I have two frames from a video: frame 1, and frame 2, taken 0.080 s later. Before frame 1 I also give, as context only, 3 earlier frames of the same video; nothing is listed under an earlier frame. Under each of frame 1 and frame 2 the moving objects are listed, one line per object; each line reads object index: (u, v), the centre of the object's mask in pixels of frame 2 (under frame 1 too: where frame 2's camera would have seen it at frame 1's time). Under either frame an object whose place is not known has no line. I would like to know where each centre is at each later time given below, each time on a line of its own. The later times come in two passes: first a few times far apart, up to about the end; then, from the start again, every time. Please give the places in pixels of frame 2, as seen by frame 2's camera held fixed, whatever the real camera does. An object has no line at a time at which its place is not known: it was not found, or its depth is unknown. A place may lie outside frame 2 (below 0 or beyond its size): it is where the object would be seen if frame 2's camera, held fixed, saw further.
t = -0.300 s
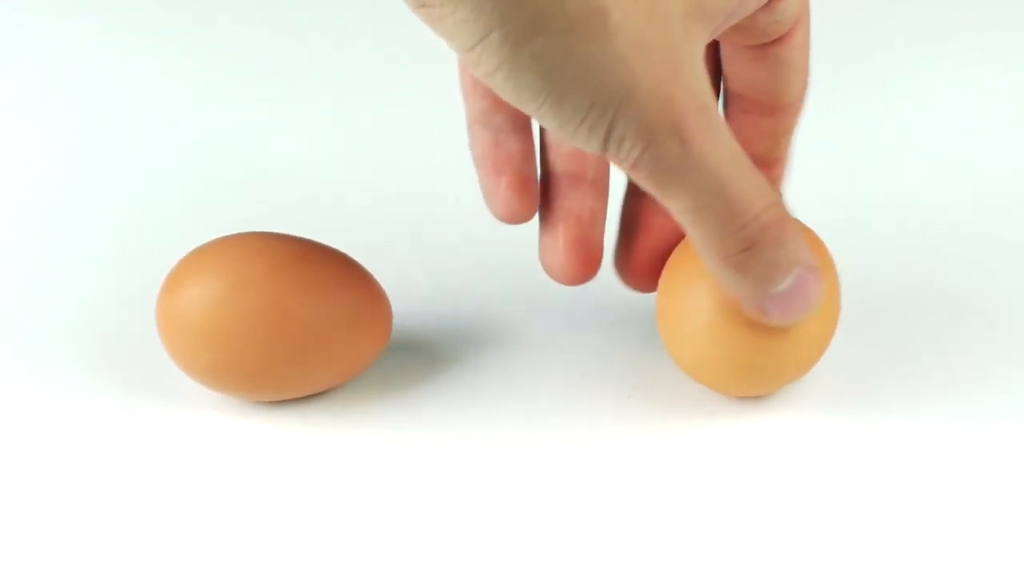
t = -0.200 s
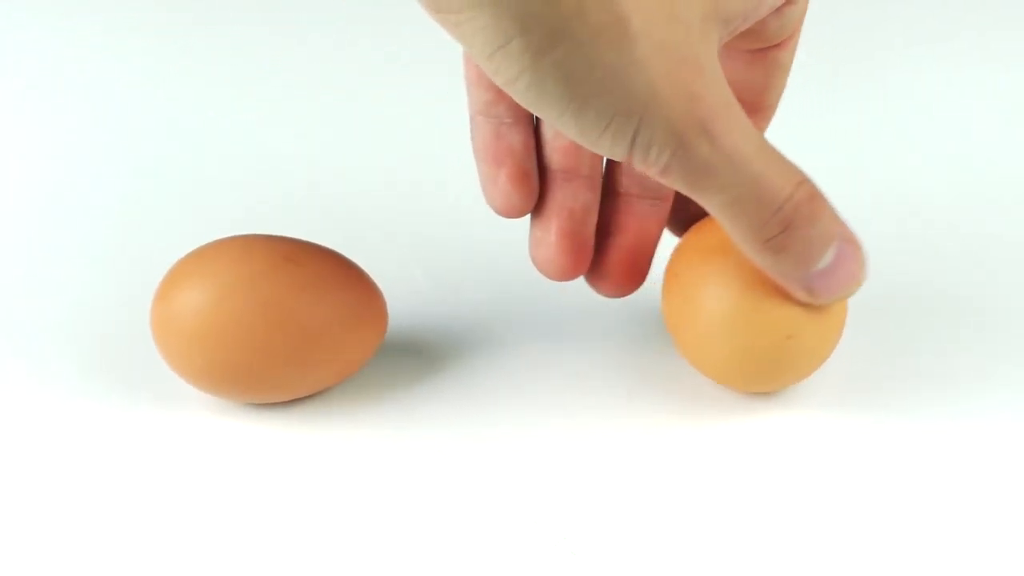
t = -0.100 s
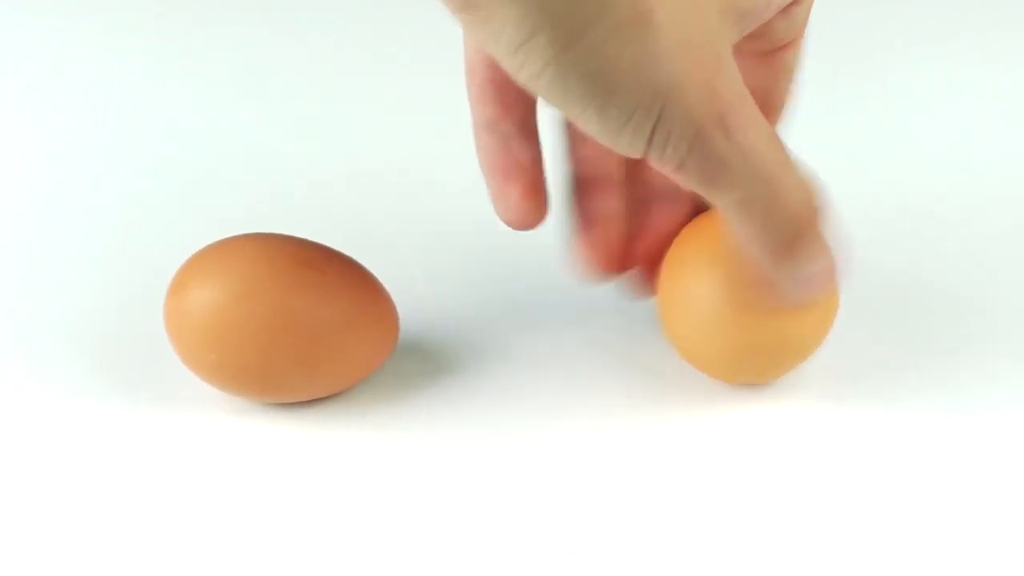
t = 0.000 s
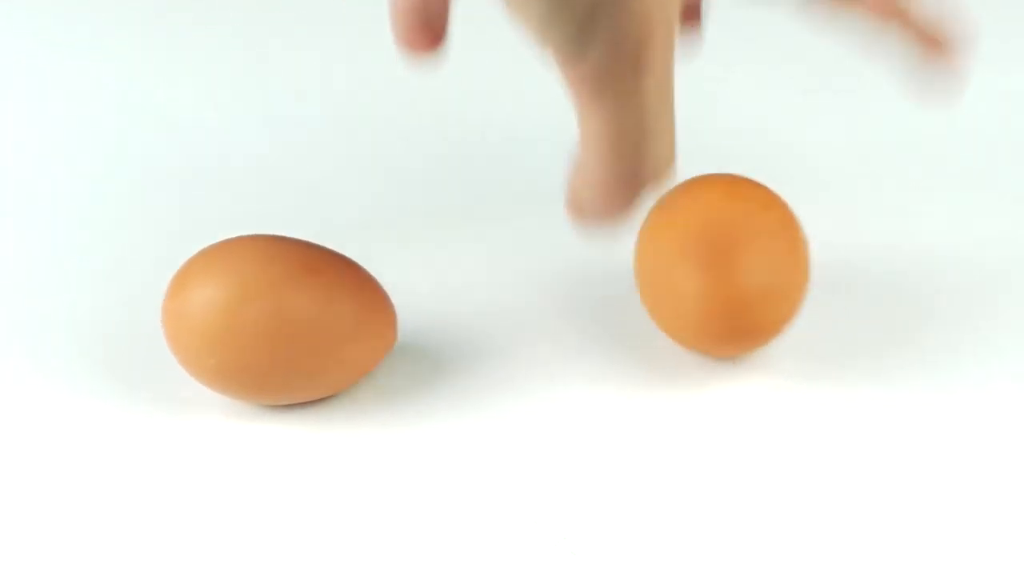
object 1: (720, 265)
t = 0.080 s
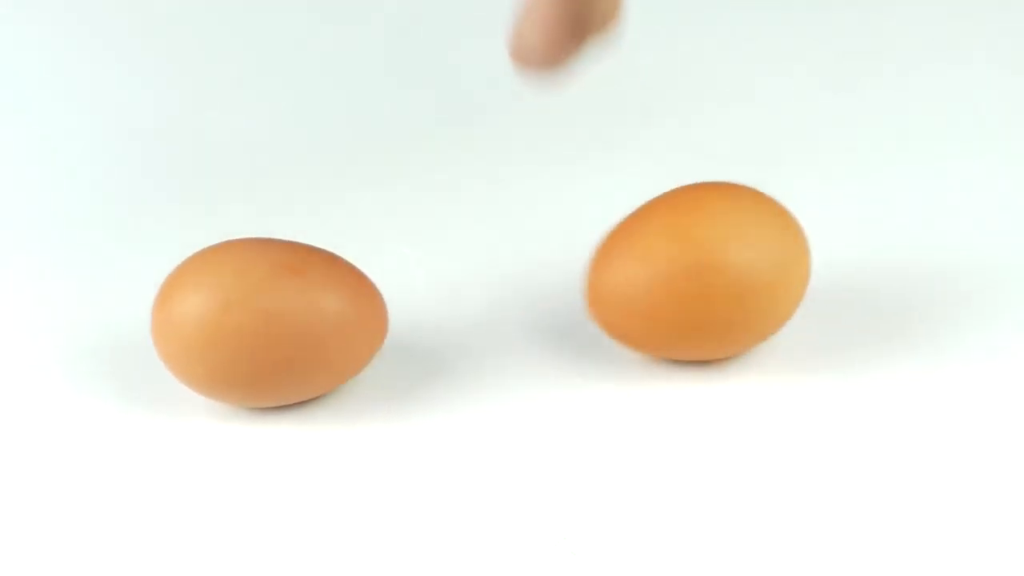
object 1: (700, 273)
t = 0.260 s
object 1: (657, 303)
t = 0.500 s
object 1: (711, 302)
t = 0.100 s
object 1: (692, 275)
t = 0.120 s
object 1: (685, 276)
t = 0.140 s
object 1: (680, 279)
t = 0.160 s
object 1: (676, 283)
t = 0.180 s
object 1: (672, 288)
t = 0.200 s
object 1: (667, 294)
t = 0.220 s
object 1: (662, 299)
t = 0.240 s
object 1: (658, 302)
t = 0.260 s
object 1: (657, 303)
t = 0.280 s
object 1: (657, 304)
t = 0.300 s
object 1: (660, 305)
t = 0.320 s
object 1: (664, 305)
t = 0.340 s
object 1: (671, 306)
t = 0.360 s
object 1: (678, 307)
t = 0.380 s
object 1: (686, 309)
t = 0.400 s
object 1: (694, 310)
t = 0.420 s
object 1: (699, 310)
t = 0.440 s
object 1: (703, 309)
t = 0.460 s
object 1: (706, 307)
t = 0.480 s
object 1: (708, 305)
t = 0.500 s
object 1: (711, 302)
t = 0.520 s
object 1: (713, 299)
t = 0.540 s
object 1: (714, 297)
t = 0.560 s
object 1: (715, 294)
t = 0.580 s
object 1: (714, 293)
